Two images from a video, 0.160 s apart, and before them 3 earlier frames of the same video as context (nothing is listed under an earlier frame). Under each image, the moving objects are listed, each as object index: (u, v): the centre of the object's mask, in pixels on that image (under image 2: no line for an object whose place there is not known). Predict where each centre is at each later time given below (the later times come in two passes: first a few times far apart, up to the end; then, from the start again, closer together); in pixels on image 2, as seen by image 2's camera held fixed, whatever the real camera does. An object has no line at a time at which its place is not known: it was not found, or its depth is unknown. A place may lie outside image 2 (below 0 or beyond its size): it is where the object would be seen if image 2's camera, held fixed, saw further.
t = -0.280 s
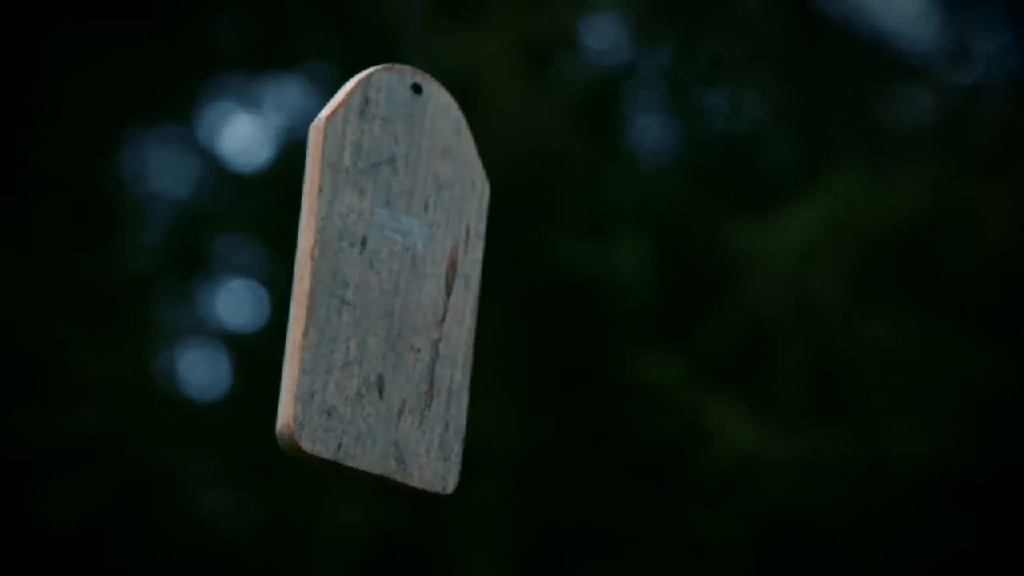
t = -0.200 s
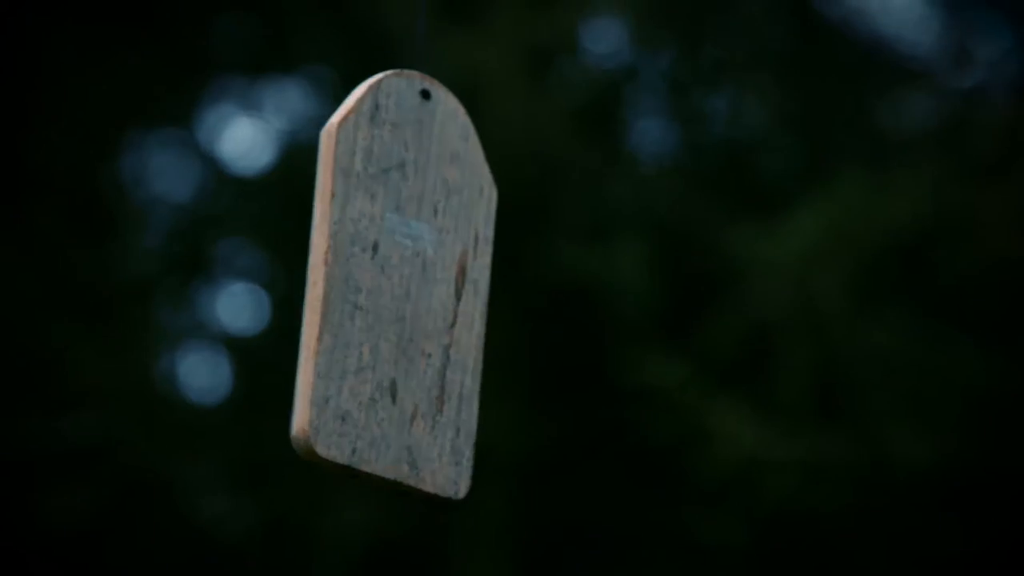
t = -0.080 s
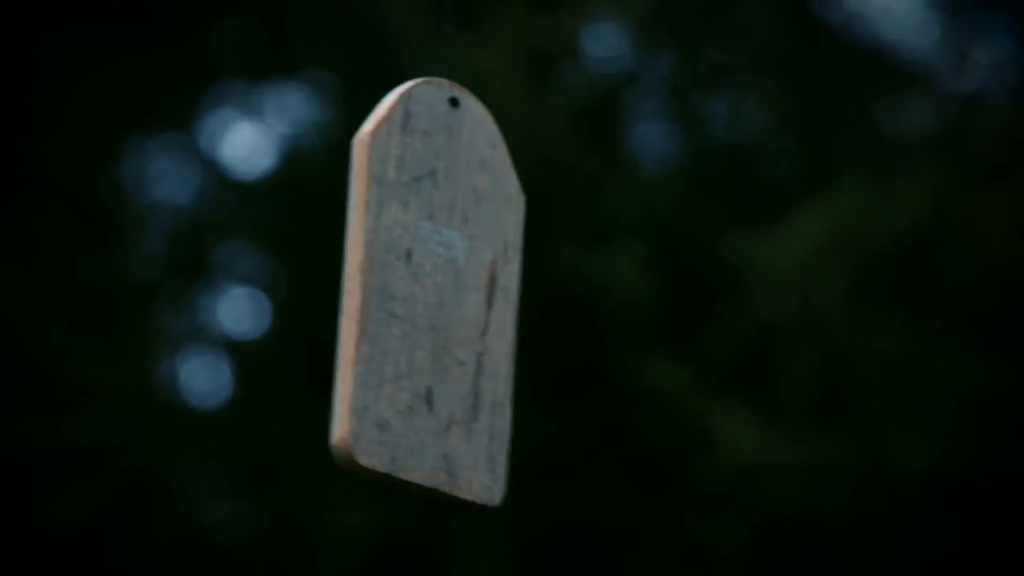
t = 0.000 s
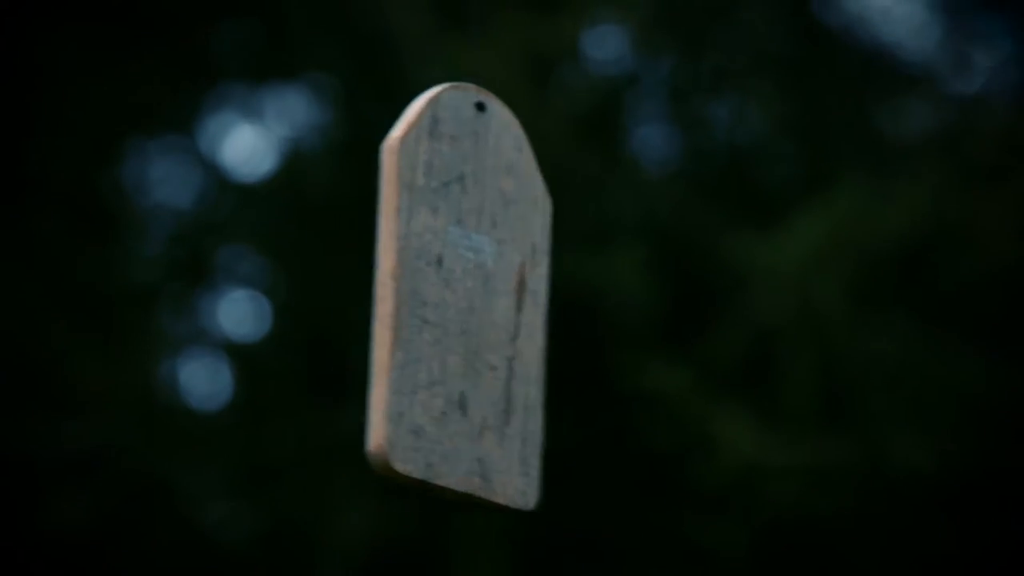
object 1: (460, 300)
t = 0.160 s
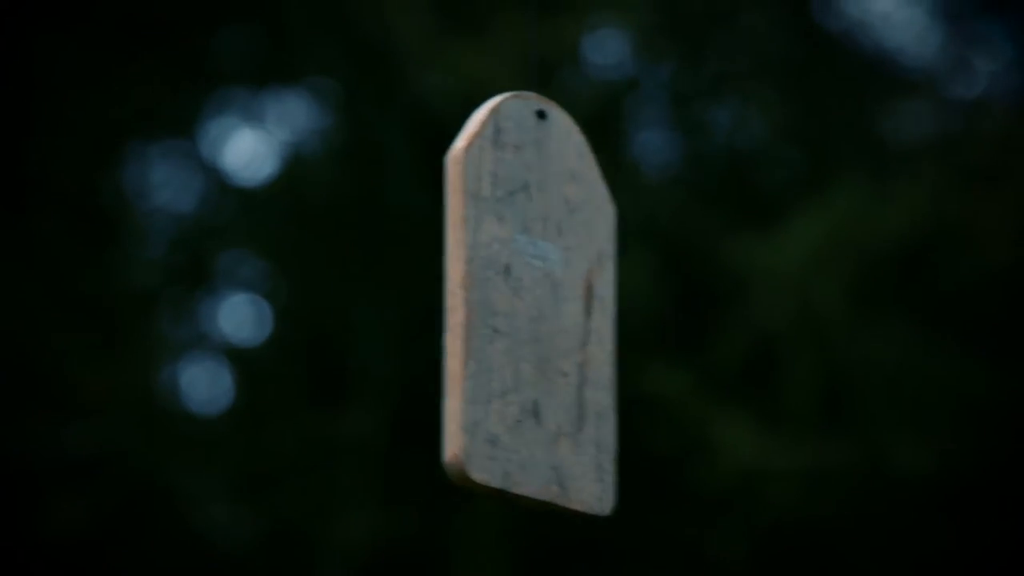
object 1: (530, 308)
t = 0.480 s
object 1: (637, 311)
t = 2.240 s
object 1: (625, 294)
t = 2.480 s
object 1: (637, 280)
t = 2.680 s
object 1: (604, 269)
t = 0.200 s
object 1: (548, 315)
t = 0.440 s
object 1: (629, 312)
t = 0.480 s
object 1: (637, 311)
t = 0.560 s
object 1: (649, 307)
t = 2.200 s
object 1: (618, 298)
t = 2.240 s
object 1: (625, 294)
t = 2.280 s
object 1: (630, 289)
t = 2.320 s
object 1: (635, 286)
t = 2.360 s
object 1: (637, 282)
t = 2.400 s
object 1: (638, 282)
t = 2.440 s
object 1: (639, 281)
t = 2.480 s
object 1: (637, 280)
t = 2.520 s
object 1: (635, 276)
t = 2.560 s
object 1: (630, 273)
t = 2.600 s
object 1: (623, 271)
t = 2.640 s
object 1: (614, 270)
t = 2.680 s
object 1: (604, 269)
